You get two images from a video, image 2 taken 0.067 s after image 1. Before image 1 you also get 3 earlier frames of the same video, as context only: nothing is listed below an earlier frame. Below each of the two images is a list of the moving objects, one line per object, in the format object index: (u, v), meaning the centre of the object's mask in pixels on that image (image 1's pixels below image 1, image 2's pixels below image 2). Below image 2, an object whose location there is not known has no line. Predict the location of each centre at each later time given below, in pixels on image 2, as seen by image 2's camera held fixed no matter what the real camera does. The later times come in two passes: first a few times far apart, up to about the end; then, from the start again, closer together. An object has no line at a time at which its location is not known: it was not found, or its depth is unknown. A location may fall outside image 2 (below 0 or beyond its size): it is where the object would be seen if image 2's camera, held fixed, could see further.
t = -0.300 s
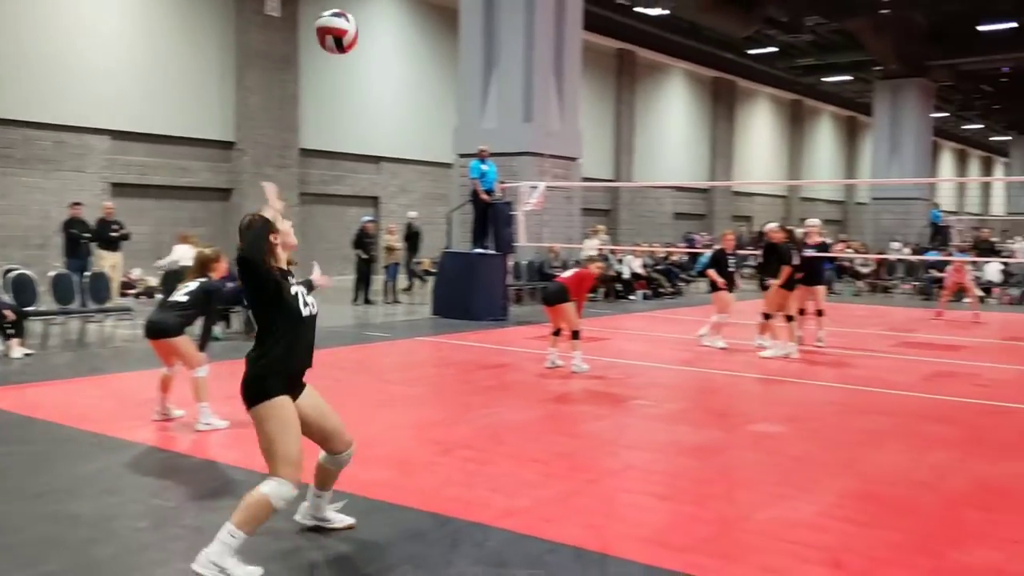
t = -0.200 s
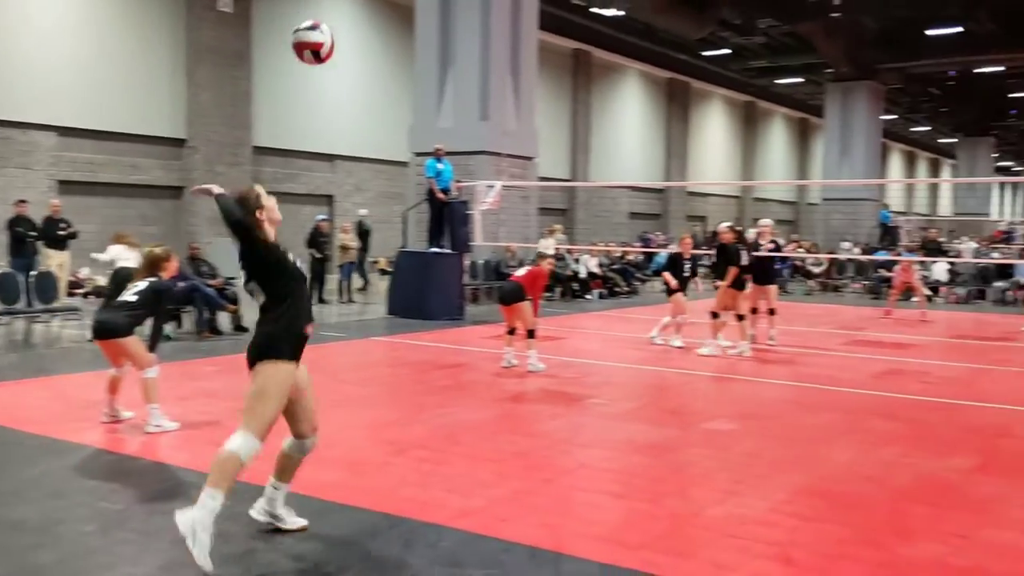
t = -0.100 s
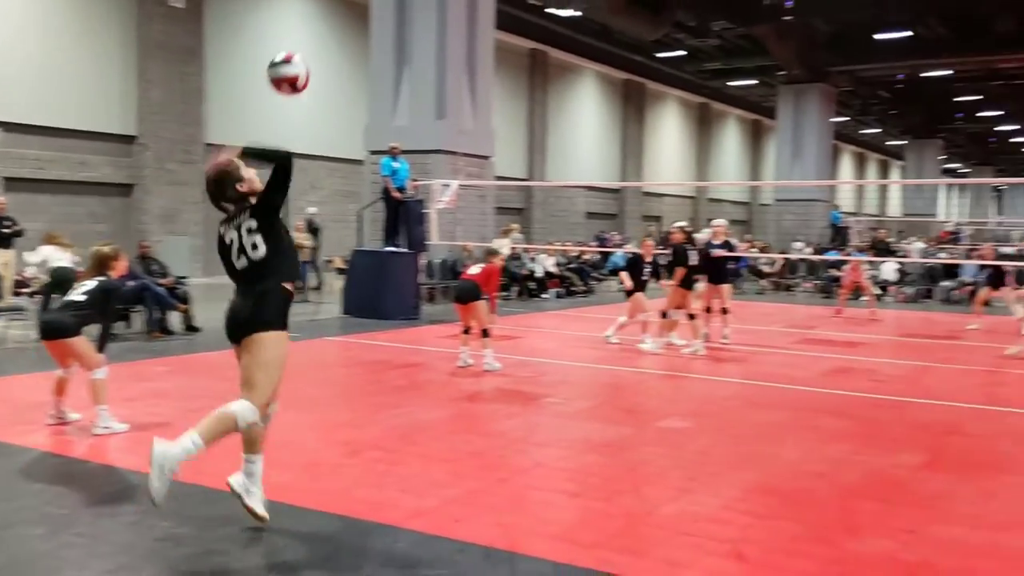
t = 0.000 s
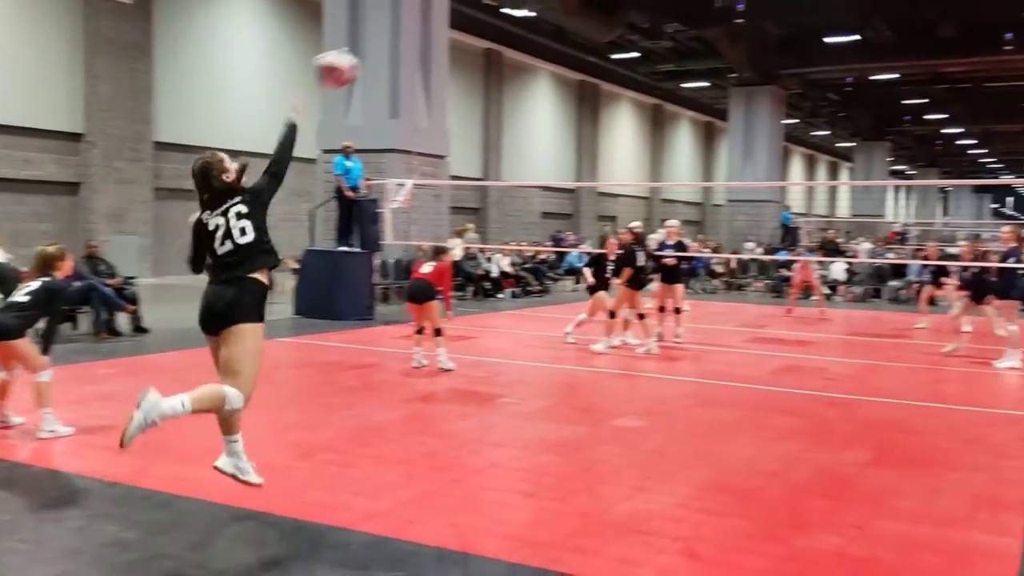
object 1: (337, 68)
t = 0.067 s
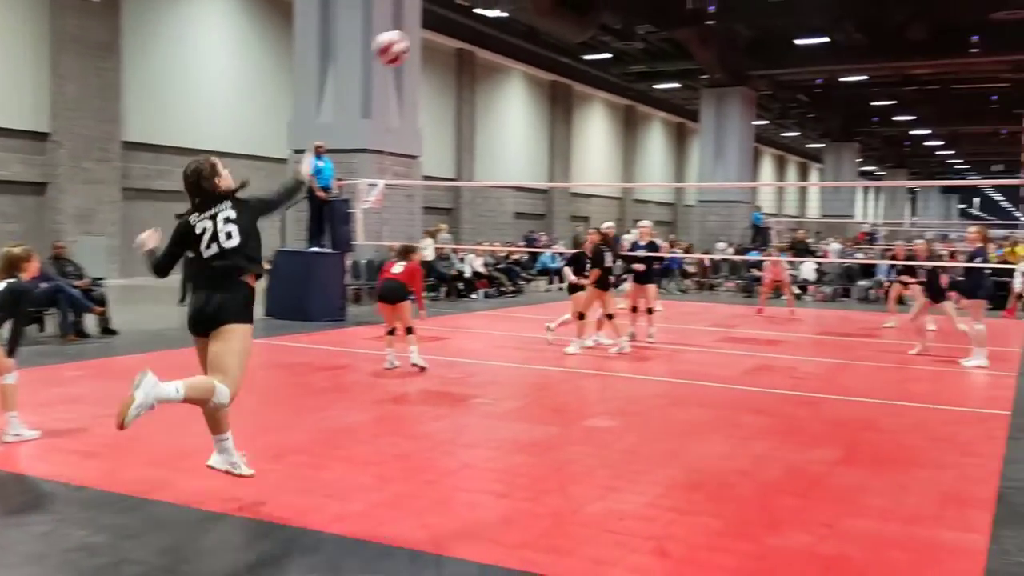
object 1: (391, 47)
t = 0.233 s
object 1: (525, 34)
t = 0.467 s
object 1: (629, 61)
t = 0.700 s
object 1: (689, 108)
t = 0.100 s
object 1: (426, 41)
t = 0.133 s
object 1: (455, 37)
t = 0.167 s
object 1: (481, 35)
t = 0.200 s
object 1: (504, 34)
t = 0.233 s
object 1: (525, 34)
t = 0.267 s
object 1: (544, 35)
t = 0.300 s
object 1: (561, 37)
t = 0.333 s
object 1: (577, 41)
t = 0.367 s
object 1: (591, 45)
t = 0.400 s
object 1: (605, 50)
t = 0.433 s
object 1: (618, 55)
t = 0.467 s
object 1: (629, 61)
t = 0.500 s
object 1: (640, 67)
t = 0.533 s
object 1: (650, 73)
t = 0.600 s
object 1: (667, 87)
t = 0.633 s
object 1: (674, 93)
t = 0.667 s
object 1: (683, 100)
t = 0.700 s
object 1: (689, 108)
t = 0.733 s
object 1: (697, 115)
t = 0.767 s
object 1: (703, 122)
